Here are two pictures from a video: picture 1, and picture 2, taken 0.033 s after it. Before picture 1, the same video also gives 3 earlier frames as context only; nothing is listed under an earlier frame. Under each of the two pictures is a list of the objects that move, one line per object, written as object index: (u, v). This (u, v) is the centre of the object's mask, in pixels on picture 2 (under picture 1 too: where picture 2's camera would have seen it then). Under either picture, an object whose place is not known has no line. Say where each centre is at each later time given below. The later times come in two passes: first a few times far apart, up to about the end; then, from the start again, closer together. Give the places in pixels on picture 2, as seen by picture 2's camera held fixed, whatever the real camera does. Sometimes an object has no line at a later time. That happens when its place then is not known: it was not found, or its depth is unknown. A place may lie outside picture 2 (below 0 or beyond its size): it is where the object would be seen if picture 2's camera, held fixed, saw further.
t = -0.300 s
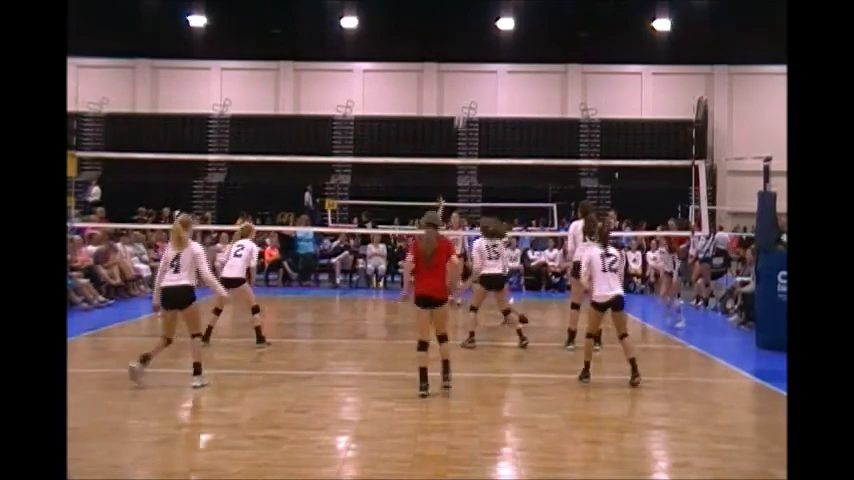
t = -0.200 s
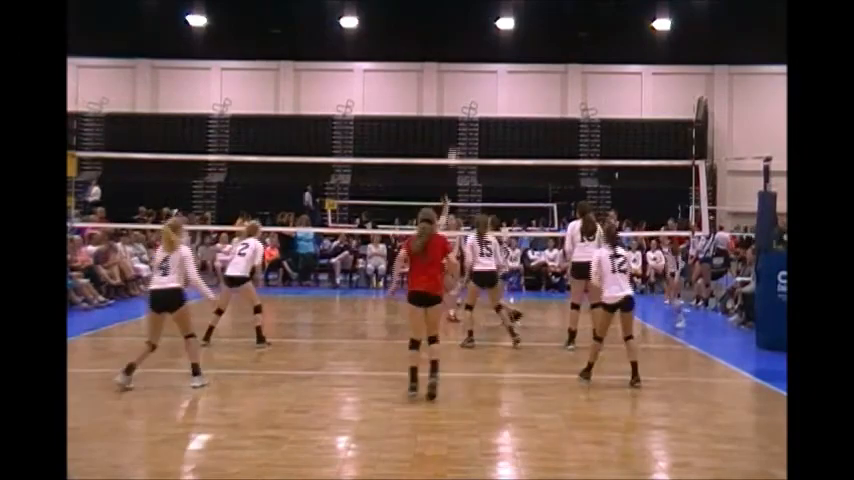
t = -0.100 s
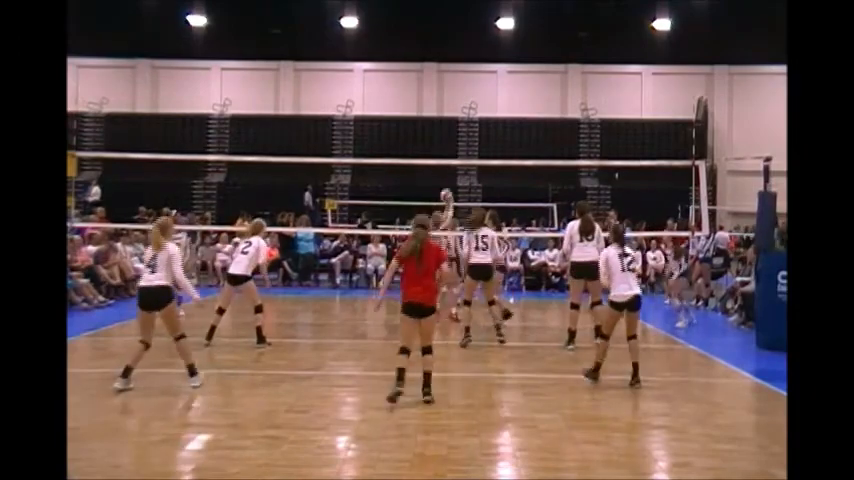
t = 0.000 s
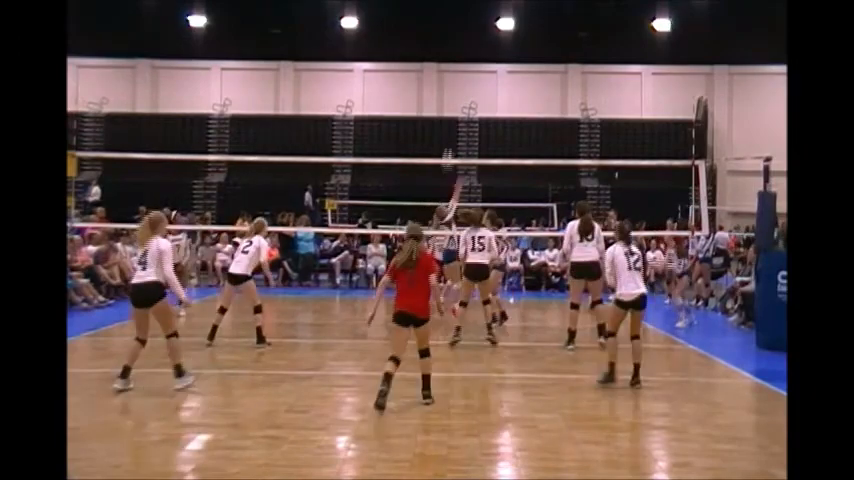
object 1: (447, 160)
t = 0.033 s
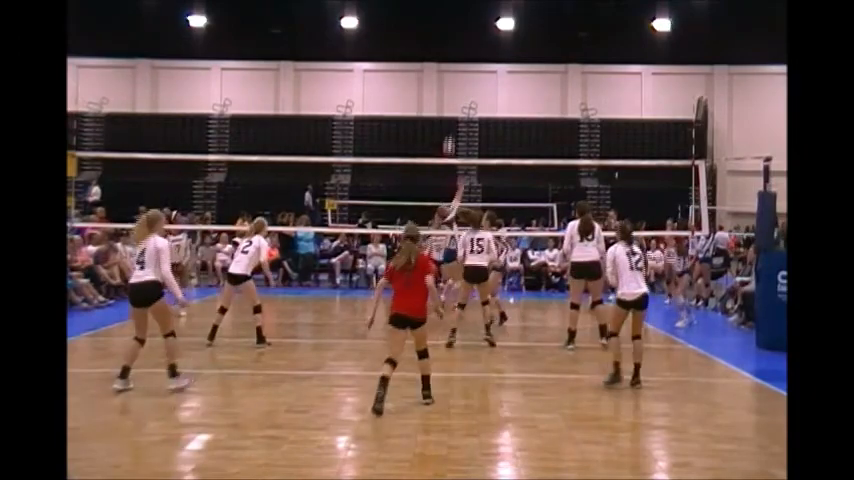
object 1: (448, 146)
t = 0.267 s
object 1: (455, 73)
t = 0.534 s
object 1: (462, 35)
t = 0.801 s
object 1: (468, 42)
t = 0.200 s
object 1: (453, 89)
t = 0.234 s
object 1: (454, 81)
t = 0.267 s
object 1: (455, 73)
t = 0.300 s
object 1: (456, 64)
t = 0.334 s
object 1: (457, 58)
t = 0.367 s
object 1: (457, 53)
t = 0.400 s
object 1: (458, 48)
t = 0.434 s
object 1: (459, 44)
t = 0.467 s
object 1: (460, 40)
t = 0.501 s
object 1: (461, 38)
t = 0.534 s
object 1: (462, 35)
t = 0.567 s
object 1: (463, 33)
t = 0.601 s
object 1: (463, 32)
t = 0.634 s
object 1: (464, 32)
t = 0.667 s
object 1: (465, 33)
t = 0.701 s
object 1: (466, 34)
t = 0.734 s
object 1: (466, 36)
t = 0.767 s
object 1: (467, 39)
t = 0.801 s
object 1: (468, 42)
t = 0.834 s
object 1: (469, 46)
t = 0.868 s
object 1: (470, 49)
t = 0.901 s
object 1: (470, 55)
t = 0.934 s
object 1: (471, 59)
